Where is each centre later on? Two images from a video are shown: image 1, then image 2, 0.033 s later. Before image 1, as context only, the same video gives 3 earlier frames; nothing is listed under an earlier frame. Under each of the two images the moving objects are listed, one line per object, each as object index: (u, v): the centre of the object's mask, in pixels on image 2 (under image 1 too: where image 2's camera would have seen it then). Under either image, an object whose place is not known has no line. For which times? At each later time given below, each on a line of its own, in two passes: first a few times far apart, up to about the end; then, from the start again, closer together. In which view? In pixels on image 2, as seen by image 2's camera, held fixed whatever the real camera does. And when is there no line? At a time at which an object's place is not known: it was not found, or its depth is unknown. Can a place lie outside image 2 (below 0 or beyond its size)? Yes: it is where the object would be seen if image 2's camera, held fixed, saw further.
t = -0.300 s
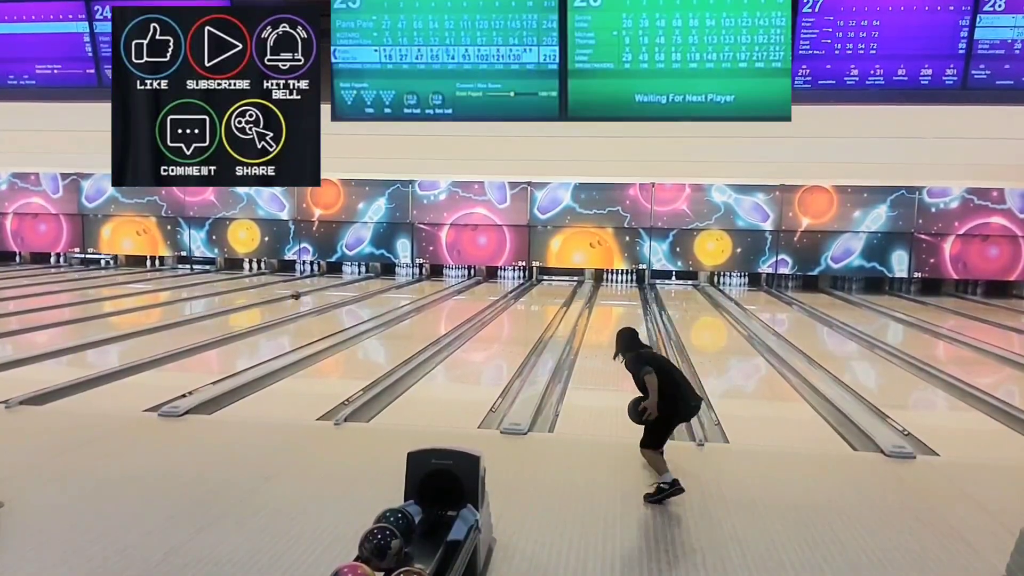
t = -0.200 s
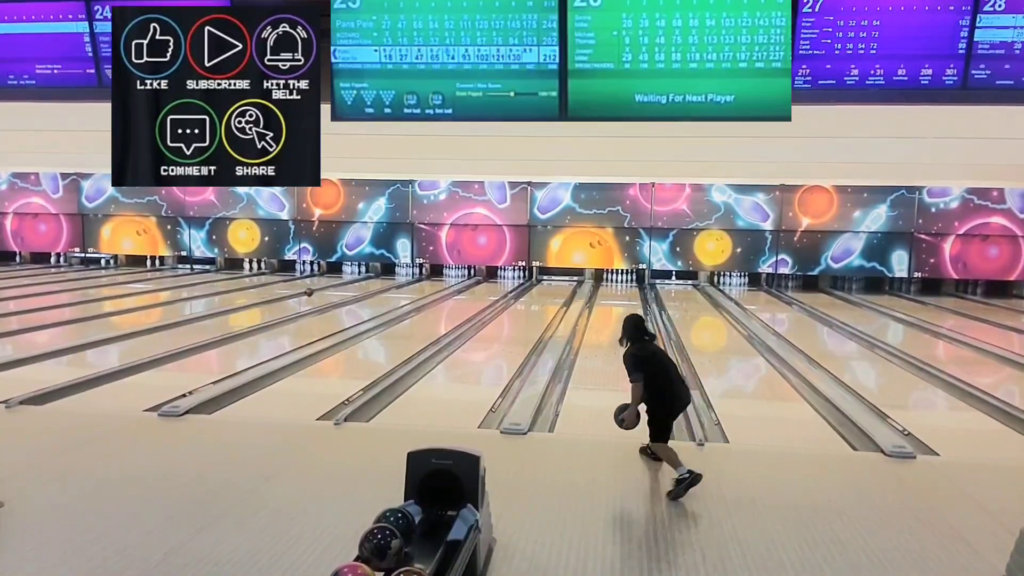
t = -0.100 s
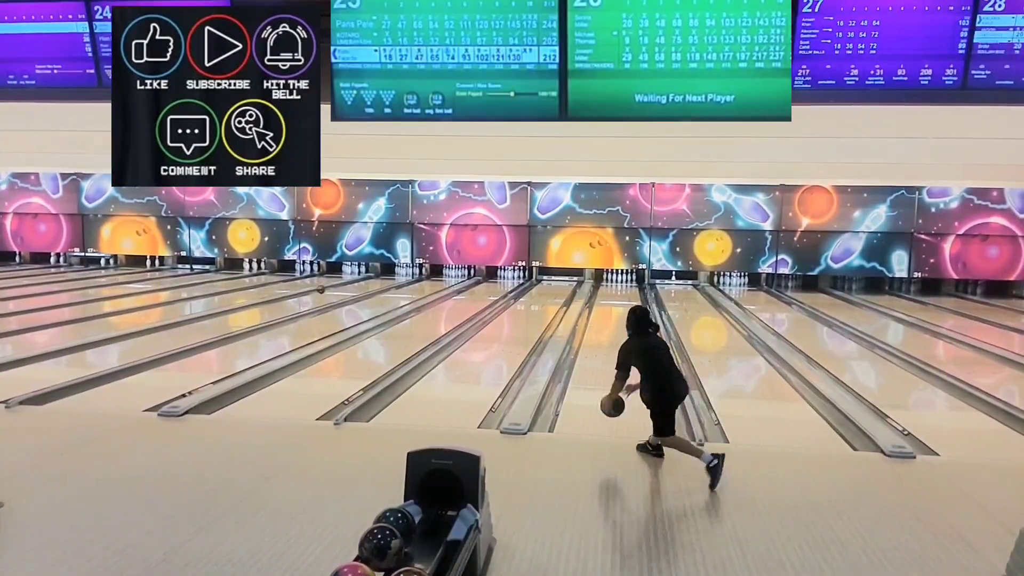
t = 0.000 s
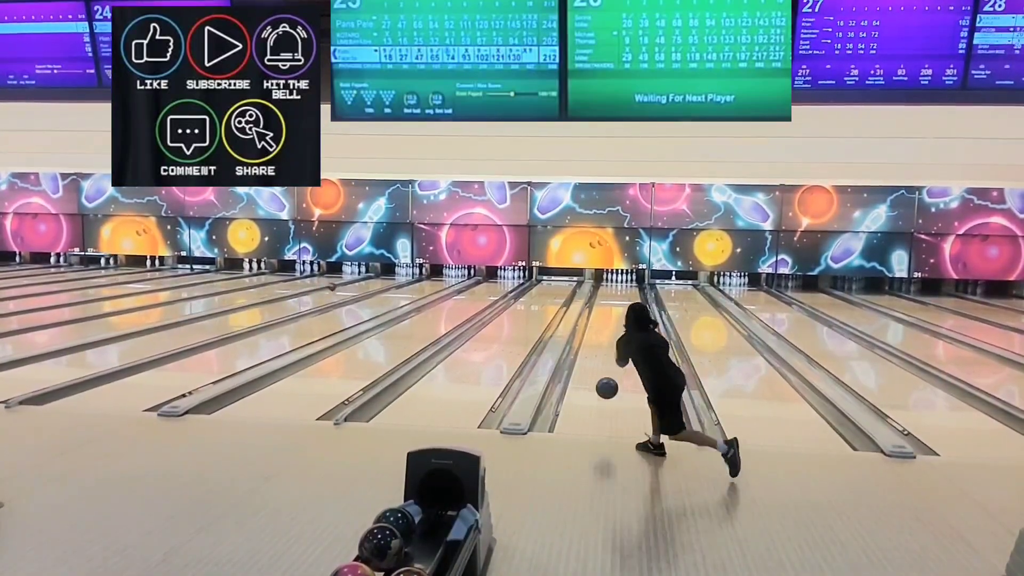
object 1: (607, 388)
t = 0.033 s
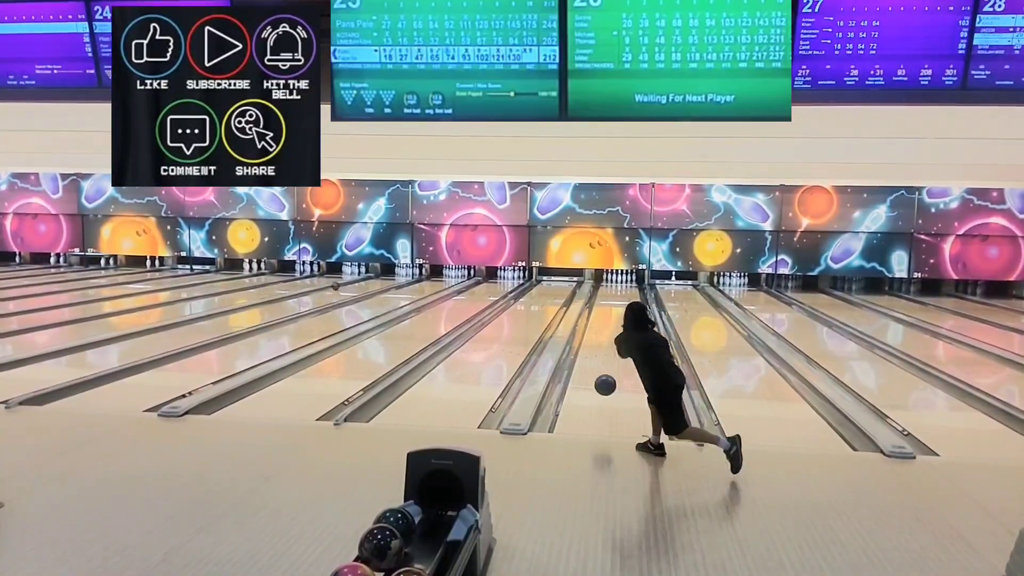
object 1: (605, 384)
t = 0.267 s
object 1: (596, 379)
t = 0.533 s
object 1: (589, 357)
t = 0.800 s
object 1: (585, 339)
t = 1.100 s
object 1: (582, 326)
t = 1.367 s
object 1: (584, 317)
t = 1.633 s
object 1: (587, 310)
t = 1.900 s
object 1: (589, 303)
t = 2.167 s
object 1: (591, 297)
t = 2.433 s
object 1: (593, 293)
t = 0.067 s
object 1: (604, 382)
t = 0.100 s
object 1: (602, 381)
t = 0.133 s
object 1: (601, 381)
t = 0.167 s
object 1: (599, 382)
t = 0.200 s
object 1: (598, 384)
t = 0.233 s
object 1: (597, 386)
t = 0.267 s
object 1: (596, 379)
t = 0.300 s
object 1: (595, 375)
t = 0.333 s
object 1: (594, 371)
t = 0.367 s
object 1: (593, 368)
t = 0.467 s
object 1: (591, 362)
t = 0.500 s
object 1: (590, 359)
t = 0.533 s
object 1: (589, 357)
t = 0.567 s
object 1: (588, 354)
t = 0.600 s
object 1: (588, 352)
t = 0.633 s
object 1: (587, 349)
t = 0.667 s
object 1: (586, 347)
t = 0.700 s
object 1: (586, 345)
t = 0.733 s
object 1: (586, 343)
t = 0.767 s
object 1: (585, 341)
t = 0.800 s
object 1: (585, 339)
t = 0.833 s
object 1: (584, 337)
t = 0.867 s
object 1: (584, 335)
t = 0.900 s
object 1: (584, 333)
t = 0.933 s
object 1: (583, 332)
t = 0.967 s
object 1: (583, 330)
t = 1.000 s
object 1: (583, 328)
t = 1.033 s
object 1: (583, 327)
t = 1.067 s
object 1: (582, 326)
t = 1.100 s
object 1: (582, 326)
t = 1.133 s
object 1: (581, 325)
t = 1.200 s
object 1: (581, 322)
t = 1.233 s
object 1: (582, 321)
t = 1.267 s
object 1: (583, 320)
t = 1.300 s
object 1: (584, 319)
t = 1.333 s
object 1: (584, 318)
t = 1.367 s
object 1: (584, 317)
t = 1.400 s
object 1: (583, 316)
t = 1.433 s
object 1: (584, 315)
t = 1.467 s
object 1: (585, 314)
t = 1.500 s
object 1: (585, 313)
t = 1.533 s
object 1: (586, 312)
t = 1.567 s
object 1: (586, 311)
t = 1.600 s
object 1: (586, 311)
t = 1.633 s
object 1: (587, 310)
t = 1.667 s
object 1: (587, 309)
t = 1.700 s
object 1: (587, 308)
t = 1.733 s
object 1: (587, 308)
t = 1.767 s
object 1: (587, 307)
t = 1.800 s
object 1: (588, 306)
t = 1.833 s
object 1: (588, 305)
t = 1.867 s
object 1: (589, 304)
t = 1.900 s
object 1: (589, 303)
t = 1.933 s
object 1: (590, 303)
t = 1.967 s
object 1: (590, 302)
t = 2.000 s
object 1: (590, 302)
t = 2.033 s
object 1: (590, 301)
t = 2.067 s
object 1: (590, 299)
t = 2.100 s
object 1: (590, 299)
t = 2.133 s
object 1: (590, 298)
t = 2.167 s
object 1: (591, 297)
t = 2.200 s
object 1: (591, 297)
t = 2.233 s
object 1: (591, 296)
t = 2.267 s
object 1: (592, 295)
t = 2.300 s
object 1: (592, 295)
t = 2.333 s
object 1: (592, 294)
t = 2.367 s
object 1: (592, 294)
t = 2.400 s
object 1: (592, 294)
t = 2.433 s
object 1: (593, 293)
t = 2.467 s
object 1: (593, 292)
